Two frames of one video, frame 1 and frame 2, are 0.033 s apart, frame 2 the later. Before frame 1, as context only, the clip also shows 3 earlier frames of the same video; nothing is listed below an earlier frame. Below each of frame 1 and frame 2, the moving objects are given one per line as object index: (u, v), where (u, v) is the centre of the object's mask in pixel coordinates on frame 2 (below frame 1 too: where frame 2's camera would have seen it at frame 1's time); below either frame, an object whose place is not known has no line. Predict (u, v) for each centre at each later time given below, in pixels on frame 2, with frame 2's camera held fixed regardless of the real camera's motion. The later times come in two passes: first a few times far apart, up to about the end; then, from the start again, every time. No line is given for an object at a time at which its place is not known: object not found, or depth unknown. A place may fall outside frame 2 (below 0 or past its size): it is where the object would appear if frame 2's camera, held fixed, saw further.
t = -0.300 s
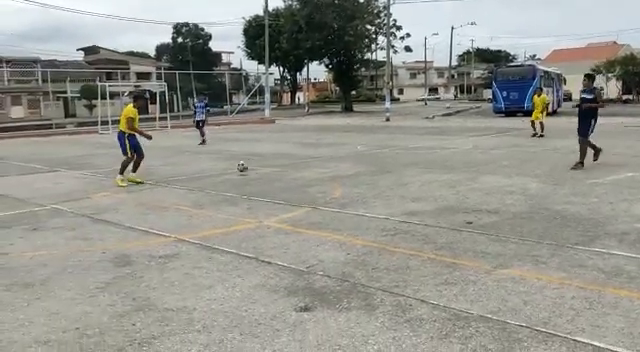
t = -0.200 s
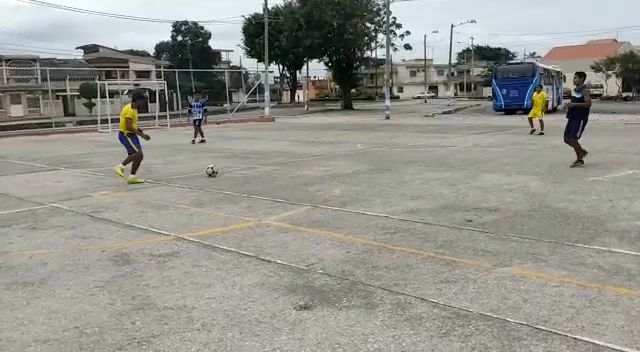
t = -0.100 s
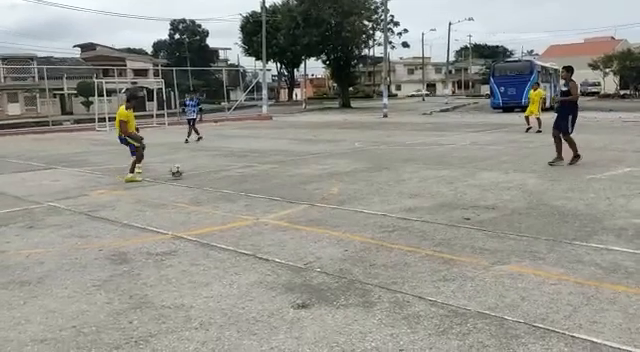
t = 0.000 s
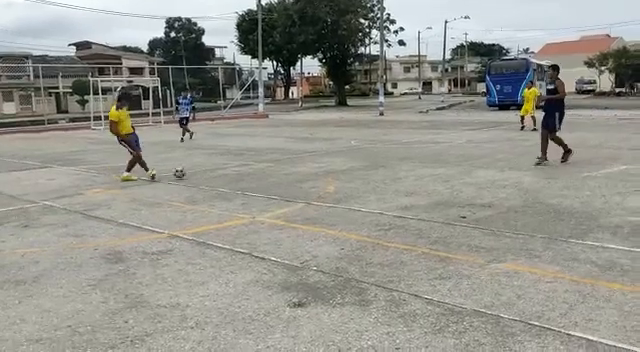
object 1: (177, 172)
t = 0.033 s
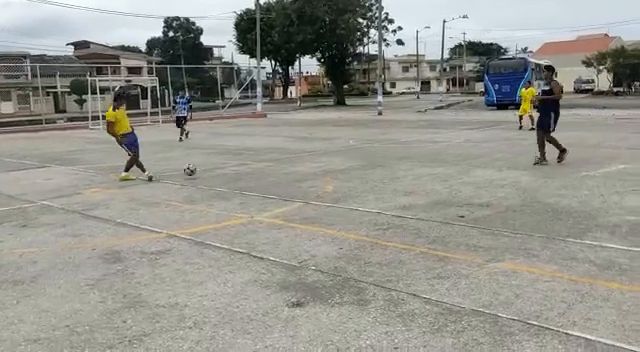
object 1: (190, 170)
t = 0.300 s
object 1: (282, 168)
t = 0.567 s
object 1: (353, 166)
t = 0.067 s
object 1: (202, 167)
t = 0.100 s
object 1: (214, 167)
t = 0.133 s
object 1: (227, 167)
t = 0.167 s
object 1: (238, 167)
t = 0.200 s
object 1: (251, 168)
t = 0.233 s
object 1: (263, 171)
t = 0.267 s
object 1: (274, 171)
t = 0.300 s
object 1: (282, 168)
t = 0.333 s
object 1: (291, 167)
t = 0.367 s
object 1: (300, 166)
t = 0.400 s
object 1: (308, 167)
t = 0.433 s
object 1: (318, 168)
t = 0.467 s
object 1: (326, 169)
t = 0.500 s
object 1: (336, 169)
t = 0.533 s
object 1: (344, 167)
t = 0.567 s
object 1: (353, 166)
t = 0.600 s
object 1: (362, 166)
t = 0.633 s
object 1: (370, 166)
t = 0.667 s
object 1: (378, 167)
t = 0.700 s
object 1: (388, 168)
